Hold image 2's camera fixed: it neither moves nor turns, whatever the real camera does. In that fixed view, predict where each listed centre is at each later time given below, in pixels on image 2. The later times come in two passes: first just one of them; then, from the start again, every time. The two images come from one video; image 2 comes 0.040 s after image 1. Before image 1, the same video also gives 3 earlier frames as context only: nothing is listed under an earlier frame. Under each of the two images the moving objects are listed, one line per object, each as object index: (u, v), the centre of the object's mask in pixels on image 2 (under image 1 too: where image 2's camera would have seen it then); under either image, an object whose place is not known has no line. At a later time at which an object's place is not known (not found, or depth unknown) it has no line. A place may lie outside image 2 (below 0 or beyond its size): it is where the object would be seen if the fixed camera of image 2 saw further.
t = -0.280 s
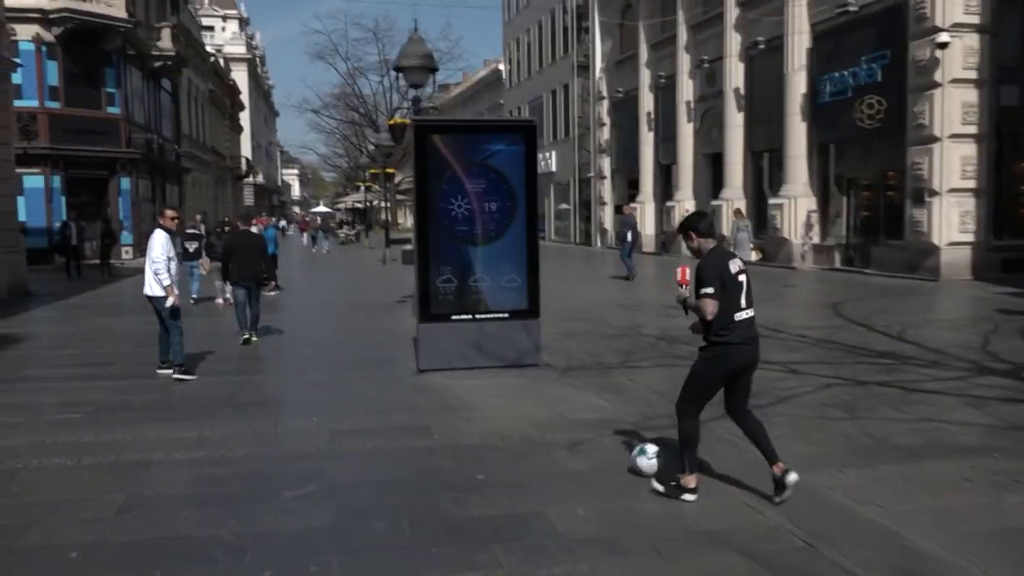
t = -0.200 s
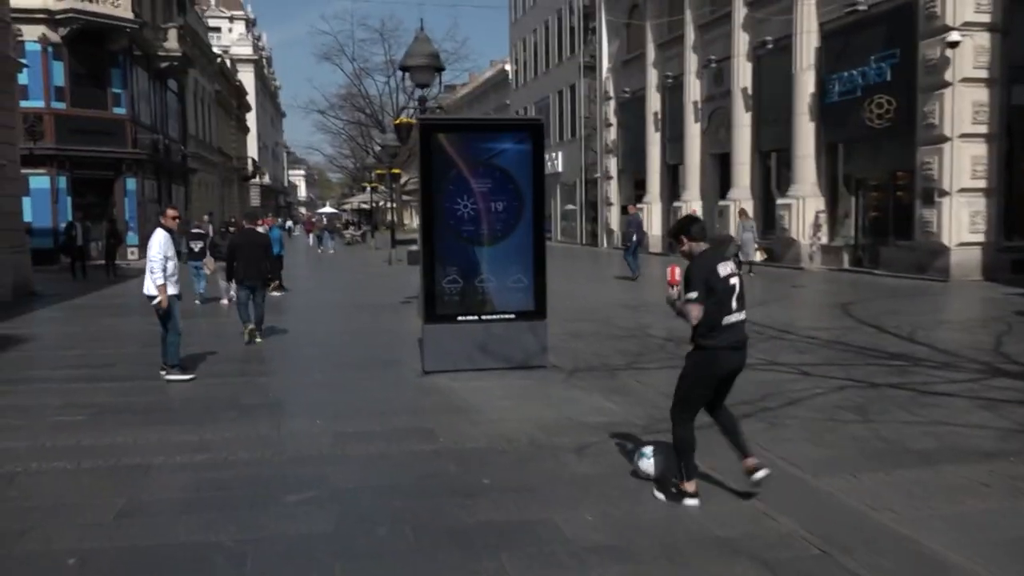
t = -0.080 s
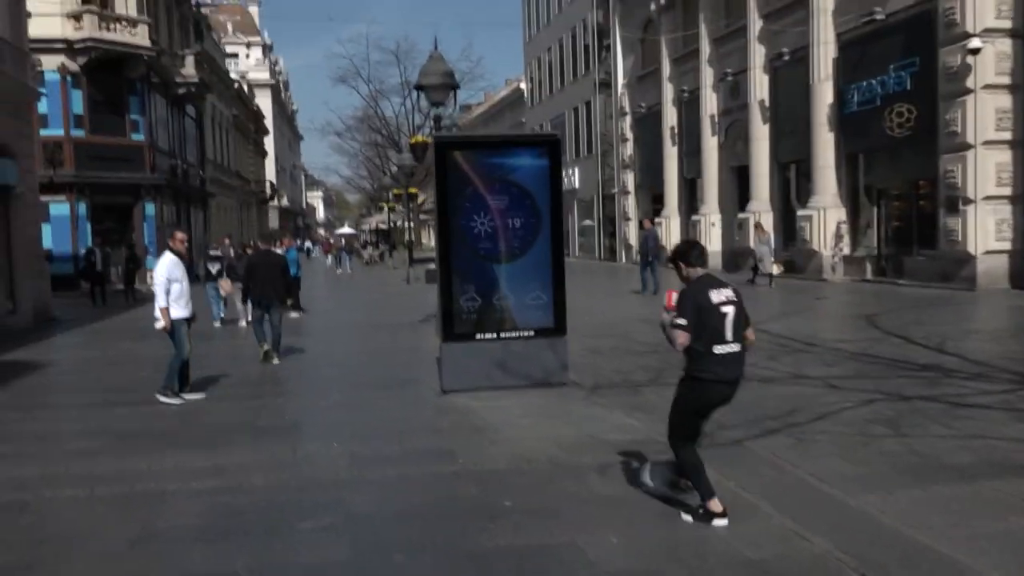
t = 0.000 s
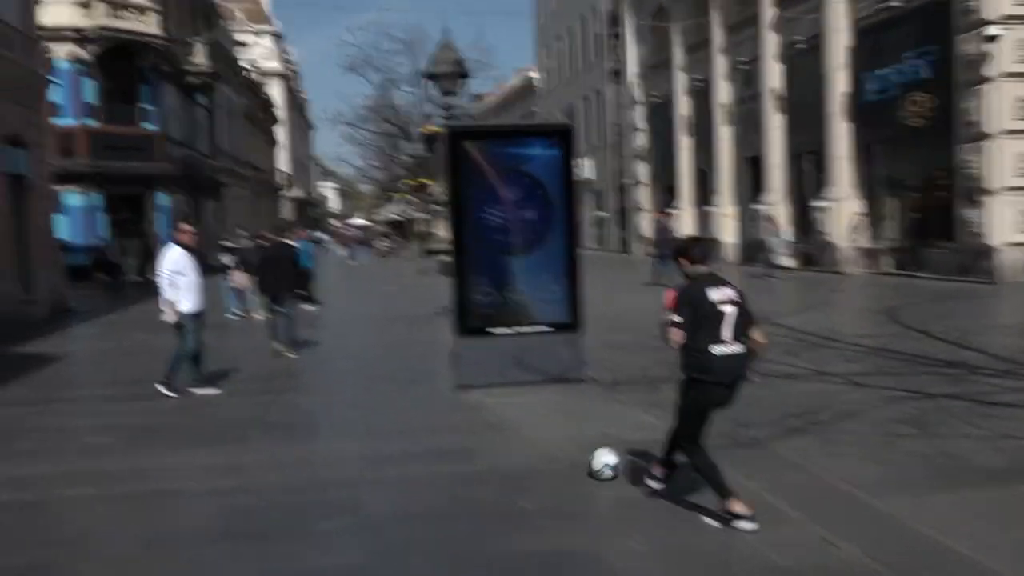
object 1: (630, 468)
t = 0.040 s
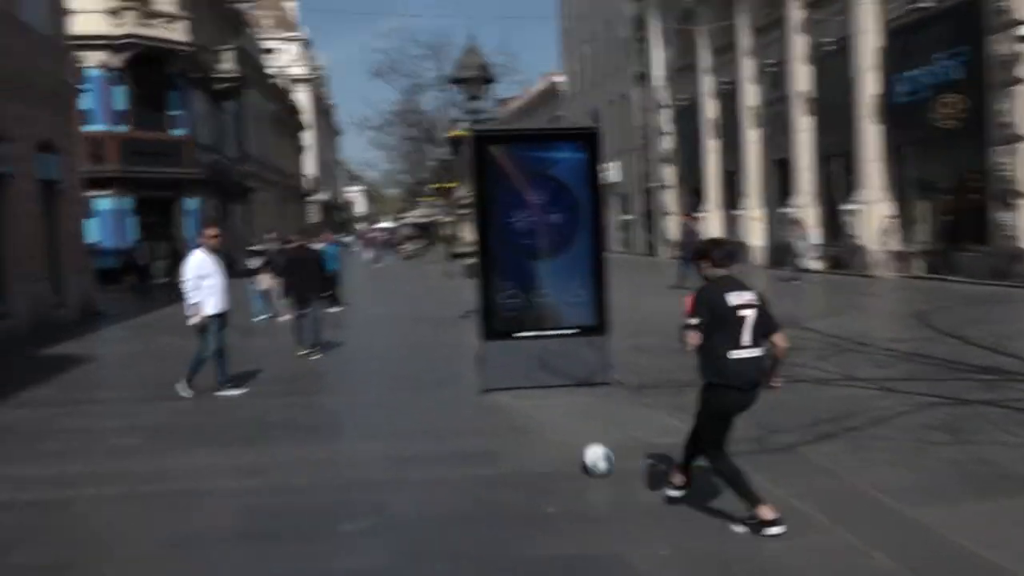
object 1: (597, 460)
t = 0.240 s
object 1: (466, 430)
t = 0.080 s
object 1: (565, 451)
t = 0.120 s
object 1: (537, 446)
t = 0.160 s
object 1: (511, 439)
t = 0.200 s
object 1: (488, 434)
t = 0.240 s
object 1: (466, 430)
